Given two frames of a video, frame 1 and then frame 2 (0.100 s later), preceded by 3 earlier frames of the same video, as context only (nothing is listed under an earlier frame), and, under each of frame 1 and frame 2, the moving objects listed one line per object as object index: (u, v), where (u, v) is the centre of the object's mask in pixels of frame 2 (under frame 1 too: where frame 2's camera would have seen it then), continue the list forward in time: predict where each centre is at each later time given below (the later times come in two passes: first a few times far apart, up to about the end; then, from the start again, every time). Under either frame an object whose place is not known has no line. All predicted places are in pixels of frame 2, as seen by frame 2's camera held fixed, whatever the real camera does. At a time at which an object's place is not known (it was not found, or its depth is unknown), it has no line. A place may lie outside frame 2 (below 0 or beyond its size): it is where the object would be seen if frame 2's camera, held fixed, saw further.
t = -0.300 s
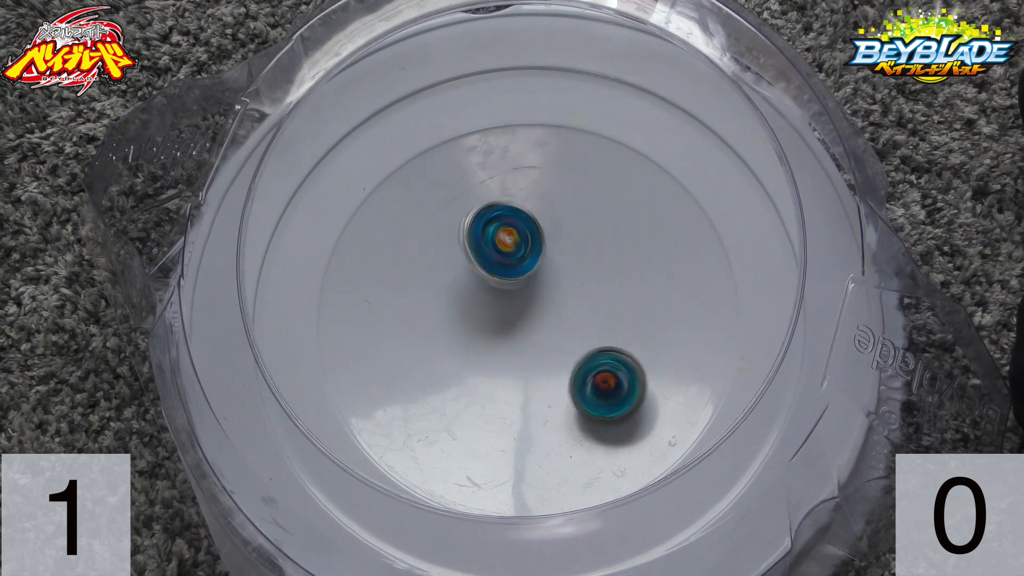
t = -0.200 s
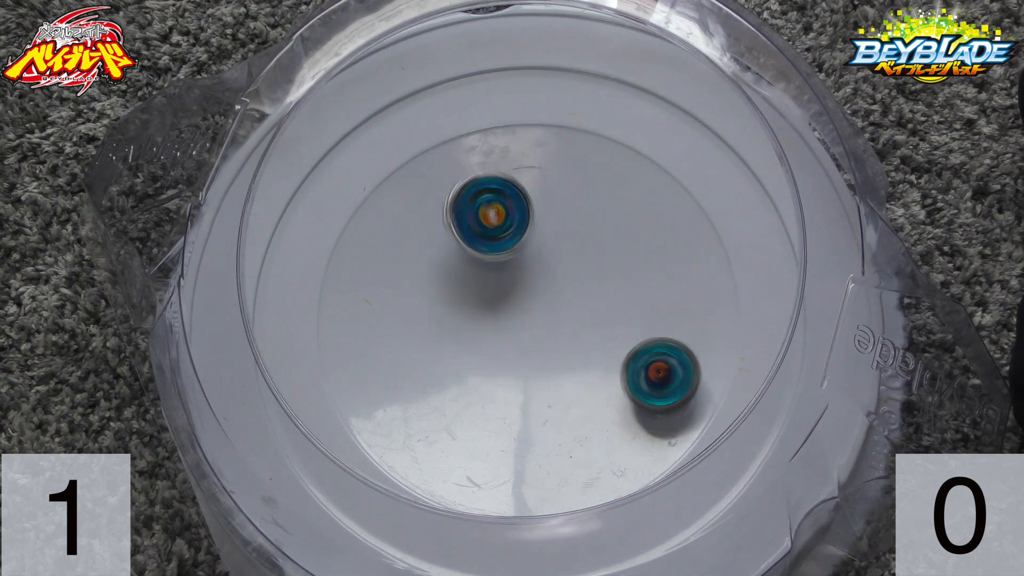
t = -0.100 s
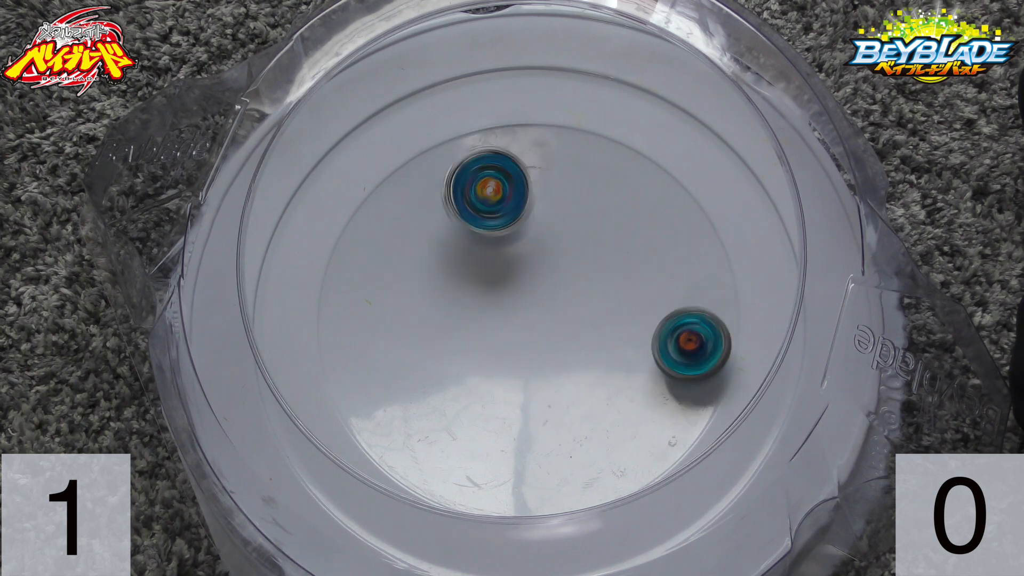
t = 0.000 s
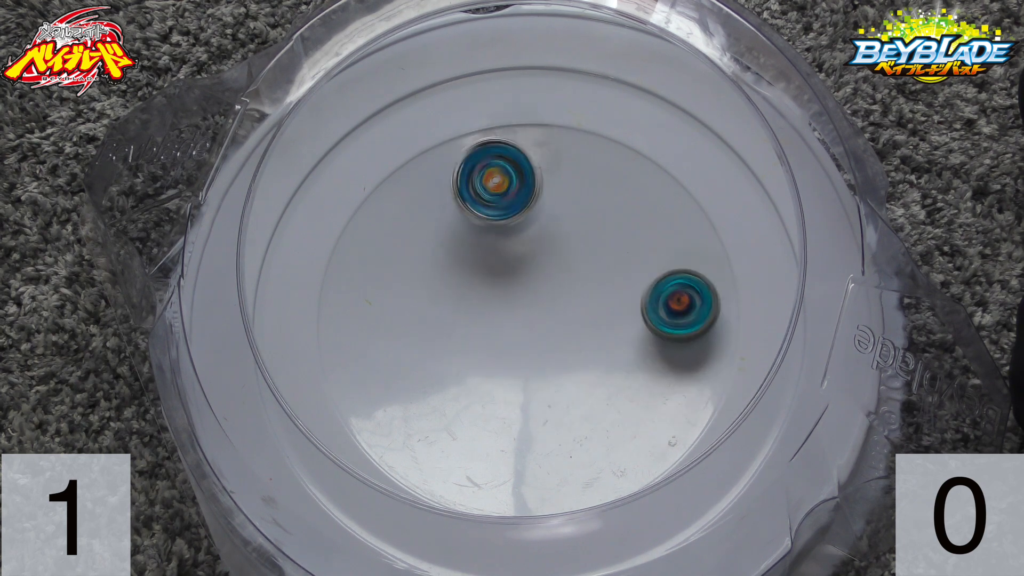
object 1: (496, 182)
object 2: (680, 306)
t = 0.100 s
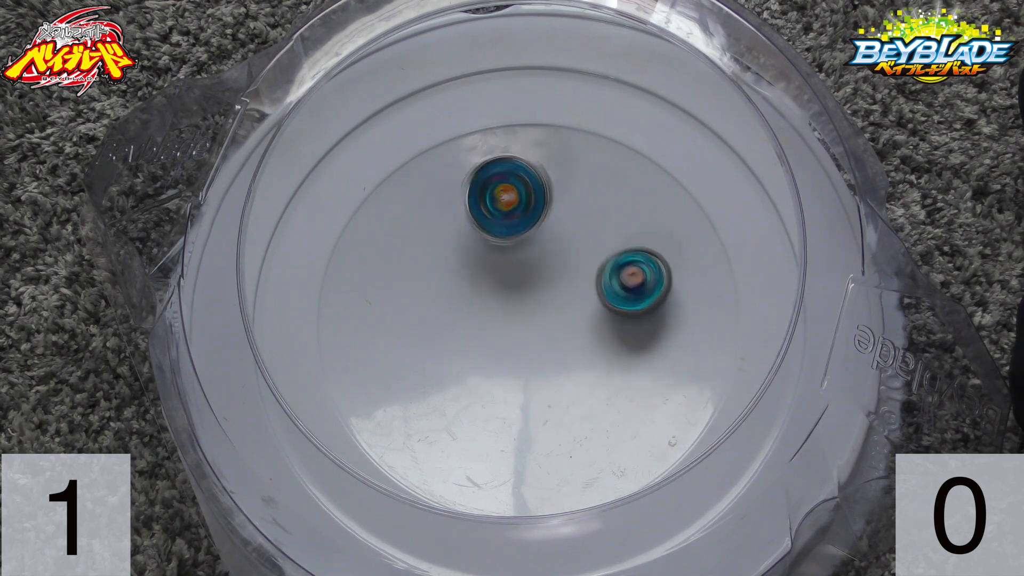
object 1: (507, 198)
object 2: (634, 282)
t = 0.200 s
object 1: (516, 227)
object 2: (573, 275)
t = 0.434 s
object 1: (484, 251)
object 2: (449, 329)
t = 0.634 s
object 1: (471, 312)
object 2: (378, 393)
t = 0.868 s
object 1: (495, 365)
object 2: (413, 427)
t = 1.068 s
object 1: (557, 365)
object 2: (460, 373)
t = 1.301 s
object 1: (602, 353)
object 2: (467, 285)
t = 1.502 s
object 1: (604, 338)
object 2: (459, 225)
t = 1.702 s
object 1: (582, 310)
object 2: (475, 214)
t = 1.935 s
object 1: (587, 298)
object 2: (532, 252)
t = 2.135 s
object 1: (589, 332)
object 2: (604, 264)
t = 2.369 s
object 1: (573, 326)
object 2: (657, 304)
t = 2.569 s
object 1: (545, 335)
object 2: (653, 347)
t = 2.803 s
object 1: (534, 343)
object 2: (593, 376)
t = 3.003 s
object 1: (548, 323)
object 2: (531, 386)
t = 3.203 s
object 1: (546, 323)
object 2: (472, 367)
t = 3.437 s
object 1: (531, 331)
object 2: (436, 318)
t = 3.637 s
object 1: (536, 326)
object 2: (453, 273)
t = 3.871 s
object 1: (534, 327)
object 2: (511, 247)
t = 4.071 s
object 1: (534, 327)
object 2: (568, 255)
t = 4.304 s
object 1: (534, 327)
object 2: (613, 290)
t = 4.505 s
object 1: (535, 326)
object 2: (610, 336)
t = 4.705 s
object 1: (532, 321)
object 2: (570, 372)
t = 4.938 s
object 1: (533, 313)
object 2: (503, 378)
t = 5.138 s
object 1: (543, 311)
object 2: (470, 346)
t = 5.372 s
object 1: (557, 312)
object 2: (479, 279)
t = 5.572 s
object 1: (555, 311)
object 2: (474, 260)
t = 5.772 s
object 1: (527, 317)
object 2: (497, 261)
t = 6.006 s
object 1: (519, 332)
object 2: (518, 242)
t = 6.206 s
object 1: (521, 325)
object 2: (493, 262)
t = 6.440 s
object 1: (521, 325)
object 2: (508, 259)
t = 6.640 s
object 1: (521, 325)
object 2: (511, 257)
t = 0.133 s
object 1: (510, 206)
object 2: (615, 278)
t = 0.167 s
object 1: (514, 216)
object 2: (594, 275)
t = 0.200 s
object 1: (516, 227)
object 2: (573, 275)
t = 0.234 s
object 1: (513, 226)
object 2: (556, 283)
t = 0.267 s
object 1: (503, 220)
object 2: (544, 290)
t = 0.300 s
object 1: (502, 219)
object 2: (525, 295)
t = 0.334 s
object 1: (498, 226)
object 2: (504, 302)
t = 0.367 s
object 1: (491, 235)
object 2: (485, 310)
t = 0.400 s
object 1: (486, 241)
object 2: (466, 319)
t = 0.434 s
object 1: (484, 251)
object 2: (449, 329)
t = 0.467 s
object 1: (480, 261)
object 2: (434, 340)
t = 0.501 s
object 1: (477, 272)
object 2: (419, 351)
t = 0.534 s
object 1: (475, 279)
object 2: (407, 361)
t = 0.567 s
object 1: (475, 290)
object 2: (395, 372)
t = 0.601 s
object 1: (472, 301)
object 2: (386, 382)
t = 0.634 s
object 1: (471, 312)
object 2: (378, 393)
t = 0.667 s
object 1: (470, 319)
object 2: (373, 403)
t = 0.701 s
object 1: (472, 328)
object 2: (372, 412)
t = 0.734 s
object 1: (471, 338)
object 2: (375, 420)
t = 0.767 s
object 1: (471, 348)
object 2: (385, 426)
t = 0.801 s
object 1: (471, 356)
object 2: (398, 426)
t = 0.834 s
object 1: (478, 363)
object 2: (411, 425)
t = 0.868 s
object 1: (495, 365)
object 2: (413, 427)
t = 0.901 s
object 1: (507, 366)
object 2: (422, 423)
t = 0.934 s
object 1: (513, 368)
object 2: (433, 416)
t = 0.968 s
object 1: (520, 365)
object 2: (444, 407)
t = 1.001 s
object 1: (533, 362)
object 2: (452, 397)
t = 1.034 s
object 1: (547, 362)
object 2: (457, 386)
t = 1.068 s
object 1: (557, 365)
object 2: (460, 373)
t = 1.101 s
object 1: (558, 364)
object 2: (462, 361)
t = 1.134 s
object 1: (564, 360)
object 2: (465, 348)
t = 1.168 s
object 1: (571, 356)
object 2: (467, 335)
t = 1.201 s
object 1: (582, 354)
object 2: (468, 323)
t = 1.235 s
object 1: (593, 355)
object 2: (469, 309)
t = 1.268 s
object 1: (597, 356)
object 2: (468, 297)
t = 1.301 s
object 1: (602, 353)
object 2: (467, 285)
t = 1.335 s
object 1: (608, 353)
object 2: (465, 274)
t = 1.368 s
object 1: (610, 351)
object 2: (463, 263)
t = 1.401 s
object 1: (612, 348)
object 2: (462, 252)
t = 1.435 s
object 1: (609, 346)
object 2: (460, 242)
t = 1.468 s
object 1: (607, 341)
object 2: (459, 233)
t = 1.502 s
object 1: (604, 338)
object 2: (459, 225)
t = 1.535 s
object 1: (596, 333)
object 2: (459, 217)
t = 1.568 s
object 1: (591, 325)
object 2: (460, 212)
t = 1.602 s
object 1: (588, 320)
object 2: (462, 209)
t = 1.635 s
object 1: (587, 316)
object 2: (465, 209)
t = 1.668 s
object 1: (586, 314)
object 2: (469, 210)
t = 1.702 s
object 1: (582, 310)
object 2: (475, 214)
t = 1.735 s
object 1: (578, 303)
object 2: (481, 219)
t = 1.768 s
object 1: (576, 296)
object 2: (490, 225)
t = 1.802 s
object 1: (574, 287)
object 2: (499, 233)
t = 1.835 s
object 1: (575, 280)
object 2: (508, 241)
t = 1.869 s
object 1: (578, 279)
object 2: (514, 246)
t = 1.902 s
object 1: (581, 284)
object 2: (520, 249)
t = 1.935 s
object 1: (587, 298)
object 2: (532, 252)
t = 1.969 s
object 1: (591, 313)
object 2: (543, 256)
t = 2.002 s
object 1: (594, 319)
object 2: (554, 259)
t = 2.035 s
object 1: (596, 323)
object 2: (566, 260)
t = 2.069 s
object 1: (594, 325)
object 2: (579, 260)
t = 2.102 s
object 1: (591, 329)
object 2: (592, 261)
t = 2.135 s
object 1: (589, 332)
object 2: (604, 264)
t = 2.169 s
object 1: (585, 333)
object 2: (615, 269)
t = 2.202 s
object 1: (582, 332)
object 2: (625, 272)
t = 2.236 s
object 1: (578, 332)
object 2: (632, 278)
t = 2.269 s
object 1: (576, 332)
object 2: (640, 284)
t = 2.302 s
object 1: (575, 329)
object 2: (647, 290)
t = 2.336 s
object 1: (574, 328)
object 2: (652, 296)
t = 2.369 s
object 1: (573, 326)
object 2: (657, 304)
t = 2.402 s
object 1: (572, 325)
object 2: (660, 310)
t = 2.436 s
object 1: (568, 325)
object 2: (662, 318)
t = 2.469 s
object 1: (564, 325)
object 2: (662, 326)
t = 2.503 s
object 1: (559, 326)
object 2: (660, 333)
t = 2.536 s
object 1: (552, 330)
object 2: (657, 341)
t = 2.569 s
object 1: (545, 335)
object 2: (653, 347)
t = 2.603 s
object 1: (540, 339)
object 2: (647, 354)
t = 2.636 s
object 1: (538, 345)
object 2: (640, 359)
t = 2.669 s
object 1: (538, 350)
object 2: (632, 364)
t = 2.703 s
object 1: (539, 352)
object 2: (622, 368)
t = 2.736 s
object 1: (539, 352)
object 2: (612, 372)
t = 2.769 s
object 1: (535, 349)
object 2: (603, 374)
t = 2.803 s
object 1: (534, 343)
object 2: (593, 376)
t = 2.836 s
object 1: (534, 336)
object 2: (583, 380)
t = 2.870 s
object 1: (537, 328)
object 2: (573, 382)
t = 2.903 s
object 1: (541, 325)
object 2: (563, 385)
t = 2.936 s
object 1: (544, 324)
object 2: (552, 387)
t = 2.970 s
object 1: (547, 323)
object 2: (541, 388)
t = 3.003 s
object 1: (548, 323)
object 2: (531, 386)
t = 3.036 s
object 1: (549, 323)
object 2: (519, 385)
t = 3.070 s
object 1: (549, 323)
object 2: (510, 383)
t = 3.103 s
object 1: (547, 323)
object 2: (499, 380)
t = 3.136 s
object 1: (545, 324)
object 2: (490, 377)
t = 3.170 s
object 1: (545, 323)
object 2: (481, 371)
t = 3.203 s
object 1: (546, 323)
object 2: (472, 367)
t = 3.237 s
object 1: (545, 323)
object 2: (464, 362)
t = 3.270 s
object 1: (544, 324)
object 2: (456, 355)
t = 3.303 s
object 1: (543, 324)
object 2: (451, 349)
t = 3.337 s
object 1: (540, 325)
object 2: (445, 341)
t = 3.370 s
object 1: (535, 327)
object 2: (441, 334)
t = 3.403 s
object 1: (532, 329)
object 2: (438, 325)
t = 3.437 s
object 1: (531, 331)
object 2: (436, 318)
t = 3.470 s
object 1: (531, 331)
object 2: (436, 309)
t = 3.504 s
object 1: (531, 330)
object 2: (437, 301)
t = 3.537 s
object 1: (534, 327)
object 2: (439, 293)
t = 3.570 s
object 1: (537, 326)
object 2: (442, 286)
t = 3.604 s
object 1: (538, 325)
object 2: (447, 280)
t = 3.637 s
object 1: (536, 326)
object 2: (453, 273)
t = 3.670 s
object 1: (533, 327)
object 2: (460, 267)
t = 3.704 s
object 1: (532, 329)
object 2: (467, 261)
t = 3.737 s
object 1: (533, 328)
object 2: (475, 258)
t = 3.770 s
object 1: (535, 327)
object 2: (484, 253)
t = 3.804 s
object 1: (536, 326)
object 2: (492, 250)
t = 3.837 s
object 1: (536, 326)
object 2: (502, 248)
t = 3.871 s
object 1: (534, 327)
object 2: (511, 247)
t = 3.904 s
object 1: (533, 328)
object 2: (521, 247)
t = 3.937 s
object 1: (533, 328)
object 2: (530, 247)
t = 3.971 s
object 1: (534, 327)
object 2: (539, 249)
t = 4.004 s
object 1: (535, 326)
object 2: (549, 251)
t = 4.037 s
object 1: (535, 327)
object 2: (558, 253)
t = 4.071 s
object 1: (534, 327)
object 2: (568, 255)
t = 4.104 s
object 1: (533, 328)
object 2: (576, 258)
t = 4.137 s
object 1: (532, 328)
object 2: (585, 261)
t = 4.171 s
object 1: (533, 327)
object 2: (591, 265)
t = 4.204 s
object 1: (534, 326)
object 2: (599, 271)
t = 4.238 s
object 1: (535, 326)
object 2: (604, 276)
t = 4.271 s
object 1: (534, 326)
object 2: (609, 283)
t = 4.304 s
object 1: (534, 327)
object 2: (613, 290)
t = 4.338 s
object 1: (534, 327)
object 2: (615, 298)
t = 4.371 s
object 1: (534, 327)
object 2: (616, 305)
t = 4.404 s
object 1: (535, 326)
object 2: (617, 314)
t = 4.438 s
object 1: (535, 326)
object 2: (616, 321)
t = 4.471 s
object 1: (534, 326)
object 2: (613, 329)
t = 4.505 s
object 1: (535, 326)
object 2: (610, 336)
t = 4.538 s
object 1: (535, 326)
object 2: (605, 344)
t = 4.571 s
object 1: (535, 326)
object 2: (600, 350)
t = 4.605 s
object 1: (534, 325)
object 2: (593, 357)
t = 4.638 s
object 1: (534, 324)
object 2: (585, 362)
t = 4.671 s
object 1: (532, 322)
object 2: (576, 367)
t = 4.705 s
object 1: (532, 321)
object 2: (570, 372)
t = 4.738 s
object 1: (532, 320)
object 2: (561, 376)
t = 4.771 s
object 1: (532, 320)
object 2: (554, 378)
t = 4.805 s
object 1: (532, 318)
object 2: (543, 380)
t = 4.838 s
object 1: (532, 318)
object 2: (535, 378)
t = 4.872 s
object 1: (531, 316)
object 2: (524, 380)
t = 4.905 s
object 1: (533, 313)
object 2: (511, 379)
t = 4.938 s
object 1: (533, 313)
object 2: (503, 378)
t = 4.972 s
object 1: (532, 314)
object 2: (494, 375)
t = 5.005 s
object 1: (531, 314)
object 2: (487, 370)
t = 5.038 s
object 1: (534, 312)
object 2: (481, 364)
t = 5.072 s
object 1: (536, 312)
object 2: (477, 358)
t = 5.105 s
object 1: (539, 311)
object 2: (472, 352)
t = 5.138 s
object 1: (543, 311)
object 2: (470, 346)
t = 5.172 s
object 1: (544, 311)
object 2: (472, 340)
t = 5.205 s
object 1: (546, 310)
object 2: (473, 334)
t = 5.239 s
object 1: (547, 310)
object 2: (474, 326)
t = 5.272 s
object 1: (549, 310)
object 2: (476, 315)
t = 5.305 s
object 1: (552, 311)
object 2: (479, 302)
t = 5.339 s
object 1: (554, 311)
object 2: (481, 290)
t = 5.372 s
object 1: (557, 312)
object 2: (479, 279)
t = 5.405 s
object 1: (560, 313)
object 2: (476, 271)
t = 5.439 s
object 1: (562, 315)
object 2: (475, 266)
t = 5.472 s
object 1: (562, 315)
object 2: (474, 261)
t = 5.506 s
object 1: (560, 313)
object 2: (474, 259)
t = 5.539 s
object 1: (558, 312)
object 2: (473, 259)
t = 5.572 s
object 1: (555, 311)
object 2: (474, 260)
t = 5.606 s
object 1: (552, 310)
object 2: (474, 262)
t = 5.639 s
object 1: (549, 310)
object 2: (476, 263)
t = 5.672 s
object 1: (544, 310)
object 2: (478, 264)
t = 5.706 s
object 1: (538, 310)
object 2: (483, 264)
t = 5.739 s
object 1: (531, 313)
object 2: (489, 264)
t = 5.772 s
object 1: (527, 317)
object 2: (497, 261)
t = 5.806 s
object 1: (523, 321)
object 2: (506, 257)
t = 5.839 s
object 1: (521, 325)
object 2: (514, 251)
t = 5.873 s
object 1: (520, 329)
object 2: (517, 245)
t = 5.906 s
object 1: (520, 330)
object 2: (518, 241)
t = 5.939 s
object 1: (519, 331)
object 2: (517, 239)
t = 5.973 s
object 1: (519, 332)
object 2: (517, 239)
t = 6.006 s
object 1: (519, 332)
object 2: (518, 242)
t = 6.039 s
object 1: (519, 332)
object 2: (517, 246)
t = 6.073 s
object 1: (519, 331)
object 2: (516, 253)
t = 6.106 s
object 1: (520, 330)
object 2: (511, 258)
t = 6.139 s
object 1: (520, 329)
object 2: (504, 261)
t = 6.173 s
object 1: (521, 326)
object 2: (498, 263)
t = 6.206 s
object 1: (521, 325)
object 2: (493, 262)
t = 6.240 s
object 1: (521, 324)
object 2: (492, 261)
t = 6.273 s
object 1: (521, 325)
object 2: (492, 262)
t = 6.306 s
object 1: (521, 325)
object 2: (494, 262)
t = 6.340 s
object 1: (521, 325)
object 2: (497, 262)
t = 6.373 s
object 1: (521, 325)
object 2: (501, 262)
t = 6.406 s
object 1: (521, 325)
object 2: (504, 260)
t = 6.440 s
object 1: (521, 325)
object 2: (508, 259)
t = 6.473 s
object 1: (521, 325)
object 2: (511, 257)
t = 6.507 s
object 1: (521, 324)
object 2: (513, 255)
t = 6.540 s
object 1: (521, 324)
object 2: (513, 255)
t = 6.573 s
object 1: (521, 324)
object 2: (513, 255)
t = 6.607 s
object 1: (521, 324)
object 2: (512, 256)
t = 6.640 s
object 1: (521, 325)
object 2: (511, 257)
